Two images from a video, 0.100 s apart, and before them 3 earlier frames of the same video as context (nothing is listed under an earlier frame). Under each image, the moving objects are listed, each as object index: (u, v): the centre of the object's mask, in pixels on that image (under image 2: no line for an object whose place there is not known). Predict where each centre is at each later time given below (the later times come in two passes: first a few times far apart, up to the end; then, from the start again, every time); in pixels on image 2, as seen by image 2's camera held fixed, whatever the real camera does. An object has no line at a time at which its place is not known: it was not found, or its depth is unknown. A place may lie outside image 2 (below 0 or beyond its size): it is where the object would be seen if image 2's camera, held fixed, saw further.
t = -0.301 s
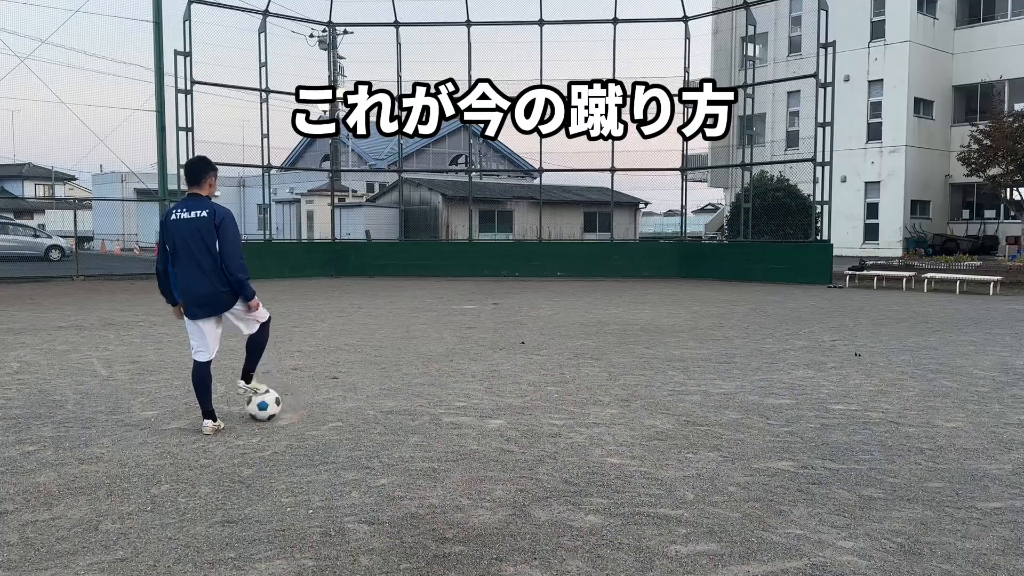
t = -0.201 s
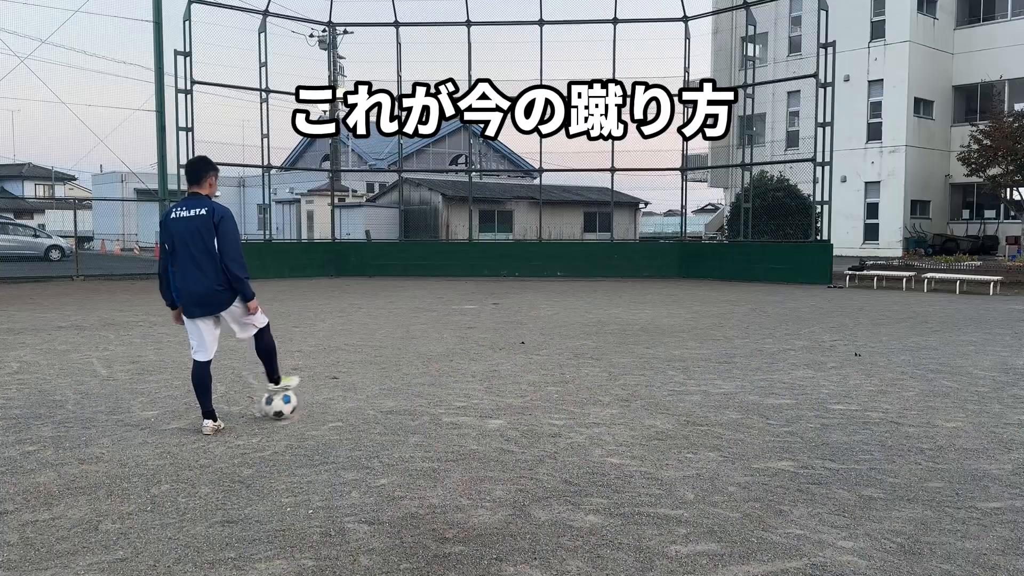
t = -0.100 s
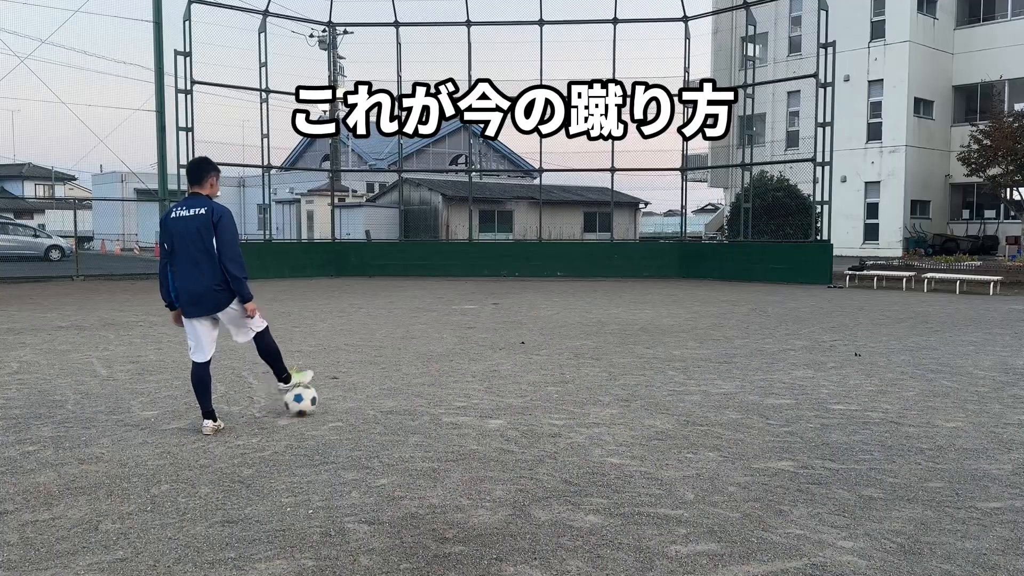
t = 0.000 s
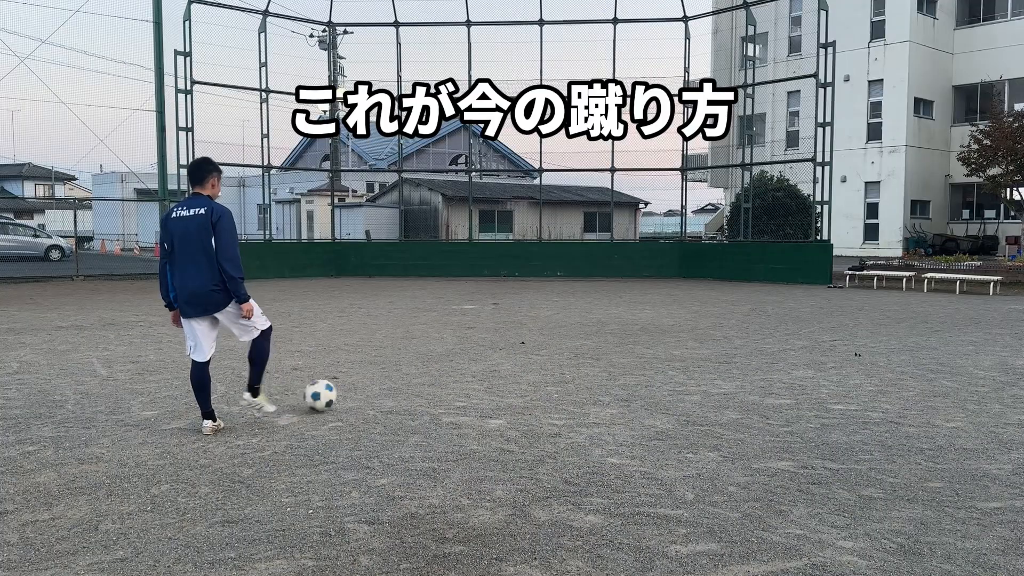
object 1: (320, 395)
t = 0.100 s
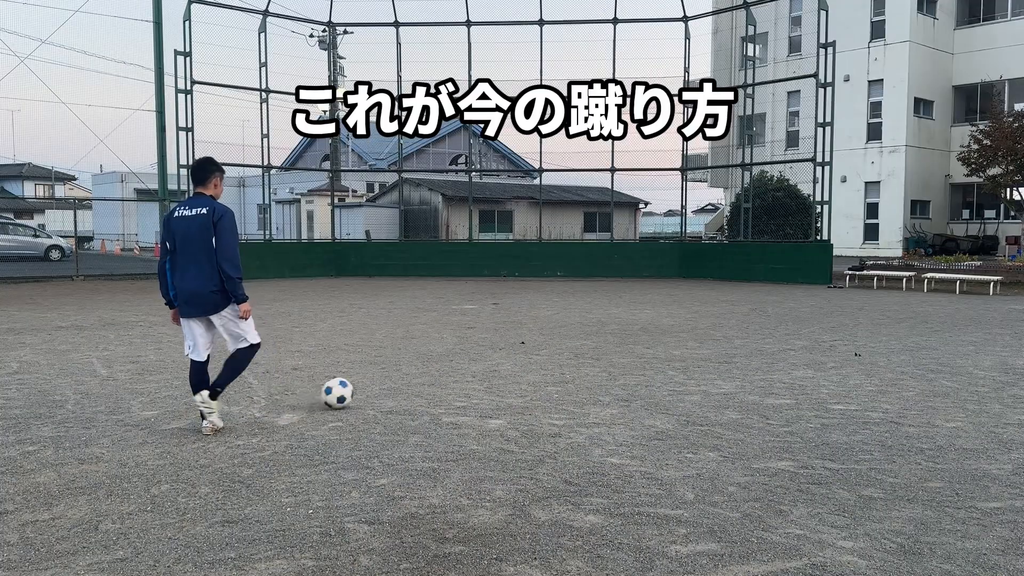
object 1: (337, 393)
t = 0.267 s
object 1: (363, 388)
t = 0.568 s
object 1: (403, 381)
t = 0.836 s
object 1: (432, 376)
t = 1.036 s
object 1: (448, 373)
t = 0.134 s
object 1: (343, 392)
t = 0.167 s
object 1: (348, 390)
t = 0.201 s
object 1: (353, 390)
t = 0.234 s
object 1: (358, 390)
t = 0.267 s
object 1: (363, 388)
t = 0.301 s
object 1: (368, 388)
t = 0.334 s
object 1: (372, 387)
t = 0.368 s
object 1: (377, 386)
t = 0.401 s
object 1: (381, 385)
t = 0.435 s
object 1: (386, 384)
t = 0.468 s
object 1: (390, 384)
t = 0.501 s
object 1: (395, 382)
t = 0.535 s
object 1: (399, 381)
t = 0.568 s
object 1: (403, 381)
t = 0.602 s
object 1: (407, 381)
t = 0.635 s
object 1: (411, 379)
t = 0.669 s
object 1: (414, 379)
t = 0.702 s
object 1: (417, 379)
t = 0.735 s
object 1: (422, 376)
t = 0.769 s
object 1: (425, 378)
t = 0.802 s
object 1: (428, 376)
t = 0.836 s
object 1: (432, 376)
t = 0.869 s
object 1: (435, 376)
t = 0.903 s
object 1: (438, 374)
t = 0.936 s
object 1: (440, 373)
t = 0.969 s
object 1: (442, 374)
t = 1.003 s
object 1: (445, 373)
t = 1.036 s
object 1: (448, 373)
